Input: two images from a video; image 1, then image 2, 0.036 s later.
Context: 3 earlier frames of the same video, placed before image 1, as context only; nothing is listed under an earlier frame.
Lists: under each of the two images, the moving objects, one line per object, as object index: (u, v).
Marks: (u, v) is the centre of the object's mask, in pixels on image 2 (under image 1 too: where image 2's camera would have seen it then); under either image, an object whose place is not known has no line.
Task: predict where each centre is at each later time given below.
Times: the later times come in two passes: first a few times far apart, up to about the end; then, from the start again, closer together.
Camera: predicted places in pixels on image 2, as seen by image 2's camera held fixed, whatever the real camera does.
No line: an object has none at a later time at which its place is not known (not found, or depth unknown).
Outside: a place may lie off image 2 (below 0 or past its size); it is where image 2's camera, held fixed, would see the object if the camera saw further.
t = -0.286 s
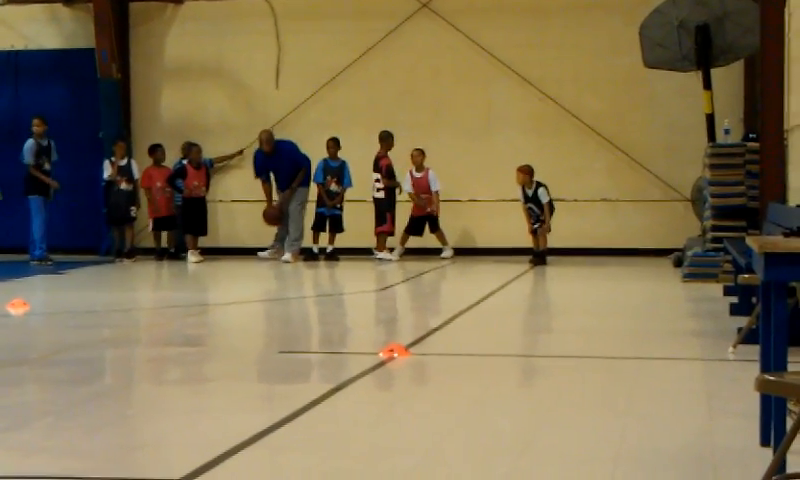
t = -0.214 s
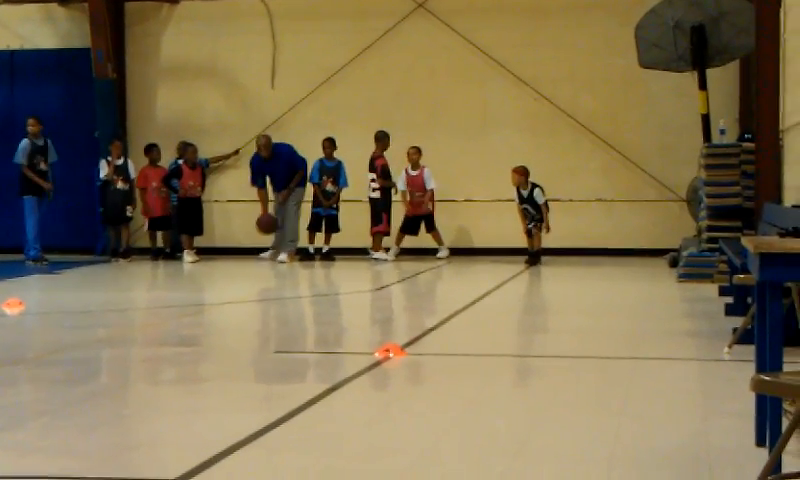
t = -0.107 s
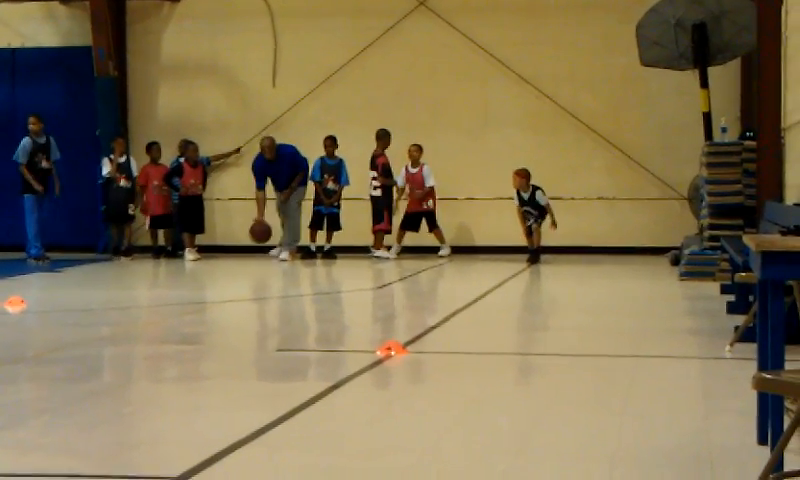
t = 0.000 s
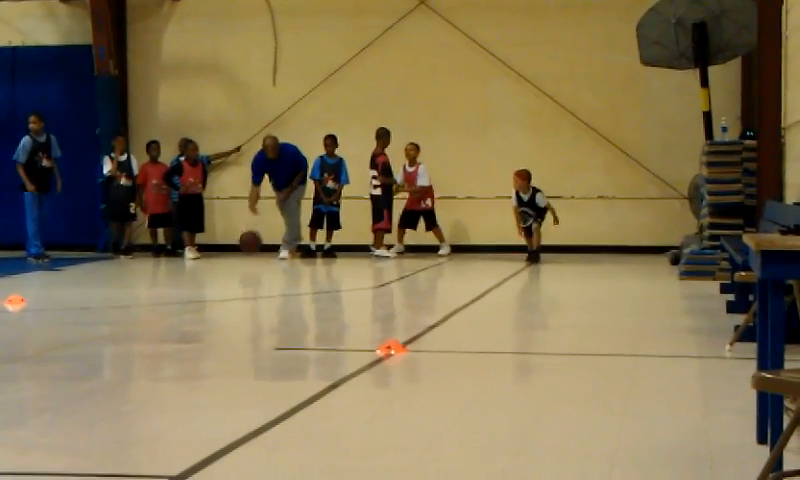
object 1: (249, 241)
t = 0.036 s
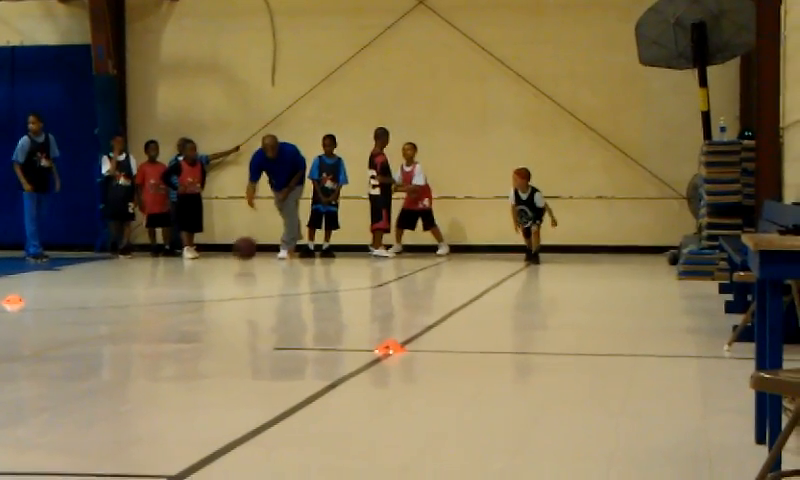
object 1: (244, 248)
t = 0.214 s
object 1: (232, 240)
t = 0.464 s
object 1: (216, 256)
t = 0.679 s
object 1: (201, 254)
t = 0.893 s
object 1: (181, 260)
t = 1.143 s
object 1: (158, 271)
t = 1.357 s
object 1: (137, 279)
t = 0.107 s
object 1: (239, 247)
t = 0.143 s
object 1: (237, 244)
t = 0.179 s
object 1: (234, 241)
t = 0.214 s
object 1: (232, 240)
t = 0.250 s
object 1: (230, 241)
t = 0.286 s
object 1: (228, 241)
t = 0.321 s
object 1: (225, 243)
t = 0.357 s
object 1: (223, 247)
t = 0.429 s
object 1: (218, 258)
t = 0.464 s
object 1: (216, 256)
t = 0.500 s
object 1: (213, 253)
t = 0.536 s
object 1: (211, 250)
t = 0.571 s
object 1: (209, 249)
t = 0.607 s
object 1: (205, 249)
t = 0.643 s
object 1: (203, 251)
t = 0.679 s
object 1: (201, 254)
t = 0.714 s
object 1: (197, 258)
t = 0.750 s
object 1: (194, 265)
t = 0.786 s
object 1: (191, 266)
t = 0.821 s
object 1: (188, 262)
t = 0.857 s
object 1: (185, 260)
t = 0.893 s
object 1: (181, 260)
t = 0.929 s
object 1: (178, 261)
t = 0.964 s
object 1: (174, 263)
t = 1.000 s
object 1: (171, 268)
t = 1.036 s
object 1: (168, 272)
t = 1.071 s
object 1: (165, 273)
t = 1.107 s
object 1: (161, 272)
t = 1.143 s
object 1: (158, 271)
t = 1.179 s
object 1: (154, 272)
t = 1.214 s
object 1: (151, 274)
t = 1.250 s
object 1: (147, 278)
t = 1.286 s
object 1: (143, 281)
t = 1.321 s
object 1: (140, 279)
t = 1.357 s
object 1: (137, 279)
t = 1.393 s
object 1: (134, 280)
